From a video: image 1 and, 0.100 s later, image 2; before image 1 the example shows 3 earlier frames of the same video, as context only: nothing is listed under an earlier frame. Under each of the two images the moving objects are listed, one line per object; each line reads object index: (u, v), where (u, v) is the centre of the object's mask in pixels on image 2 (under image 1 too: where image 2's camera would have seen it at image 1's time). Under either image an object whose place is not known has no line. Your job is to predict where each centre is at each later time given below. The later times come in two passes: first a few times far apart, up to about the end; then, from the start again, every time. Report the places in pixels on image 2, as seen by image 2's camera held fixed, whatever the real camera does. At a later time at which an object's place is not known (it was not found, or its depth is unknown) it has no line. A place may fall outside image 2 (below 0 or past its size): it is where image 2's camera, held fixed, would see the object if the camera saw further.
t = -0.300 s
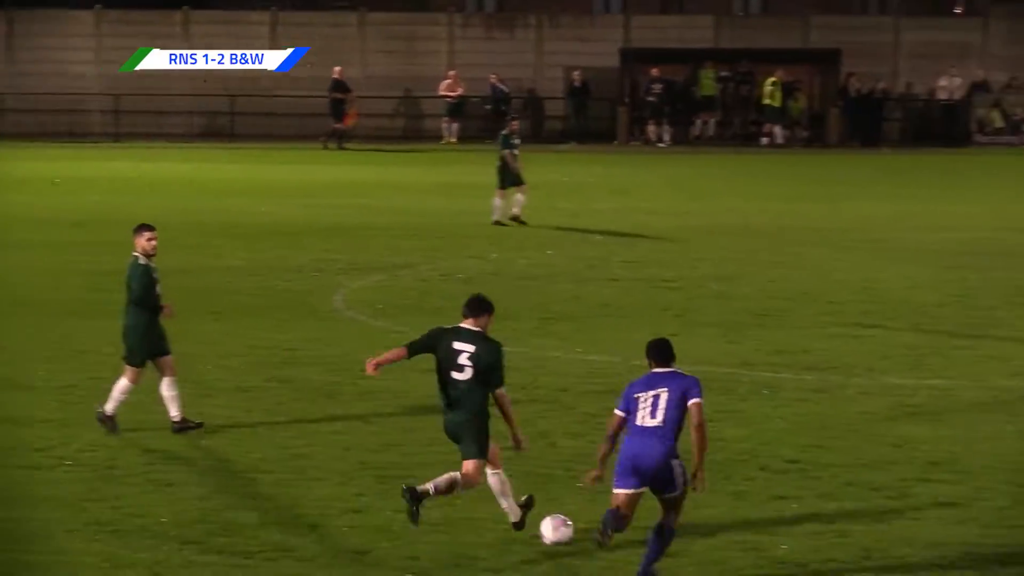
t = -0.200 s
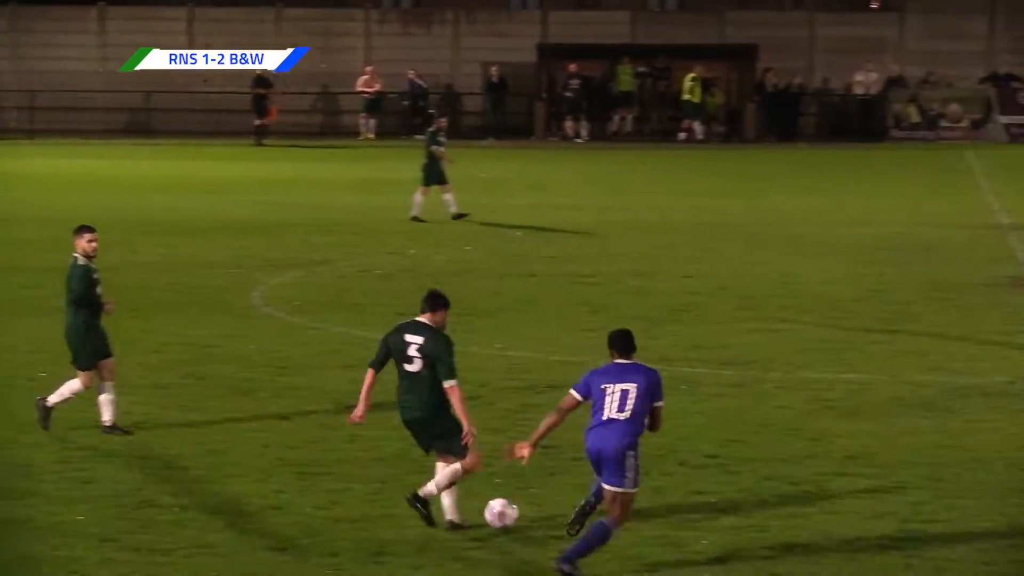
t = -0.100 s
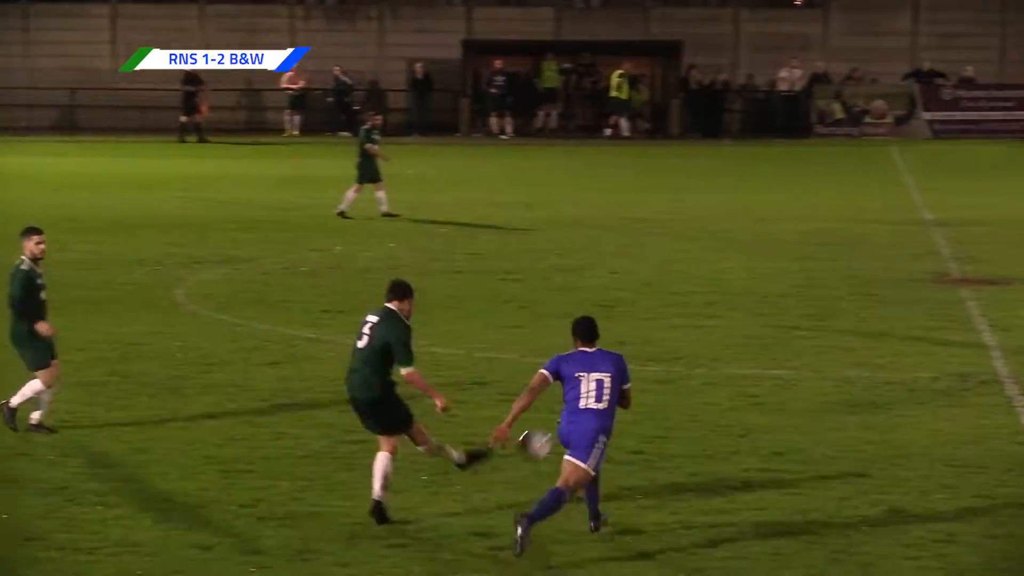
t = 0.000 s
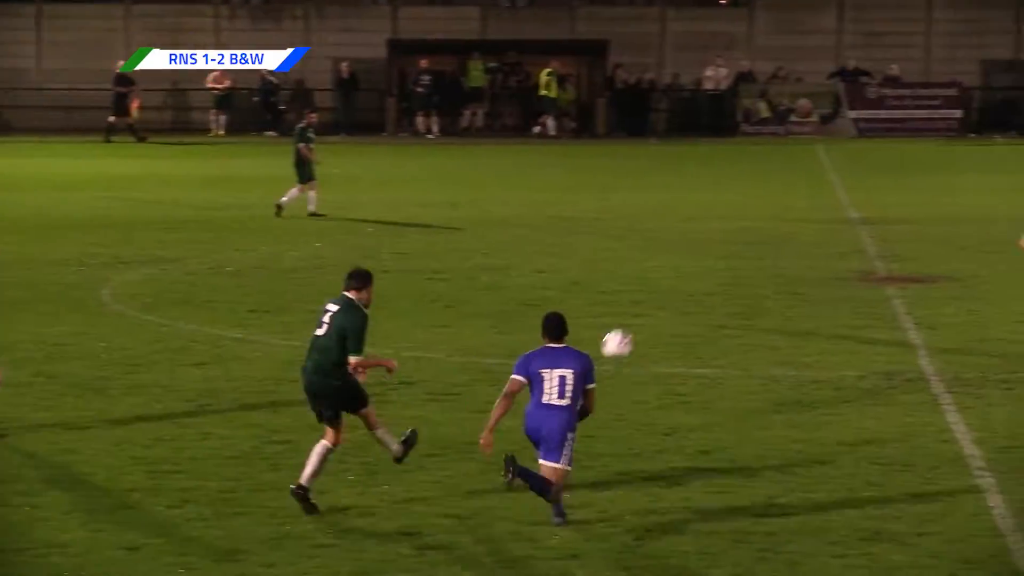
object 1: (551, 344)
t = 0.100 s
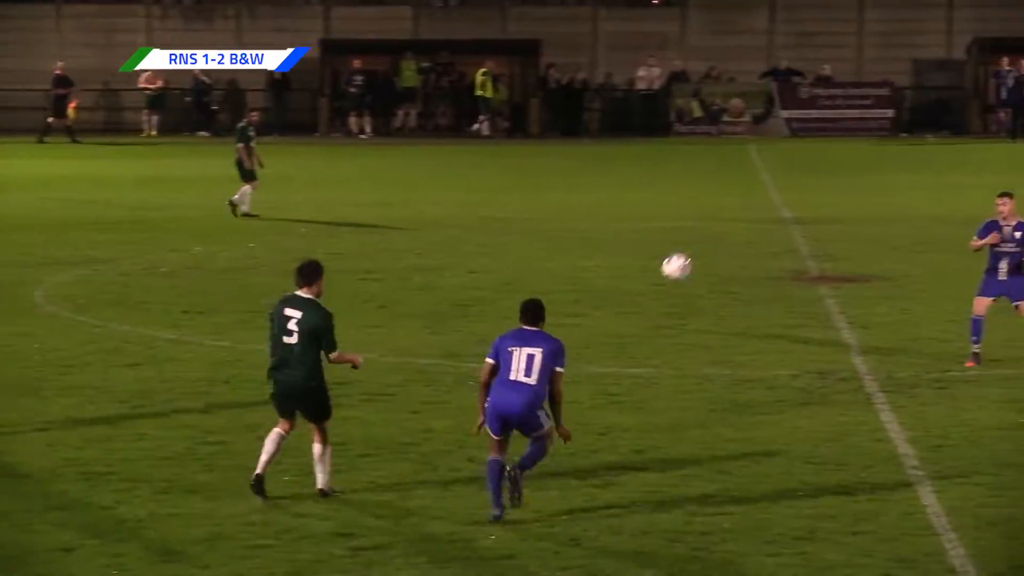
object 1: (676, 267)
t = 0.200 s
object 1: (783, 212)
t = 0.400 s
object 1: (947, 146)
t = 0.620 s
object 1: (1072, 127)
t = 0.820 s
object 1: (1143, 155)
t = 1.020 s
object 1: (1188, 213)
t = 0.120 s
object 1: (698, 255)
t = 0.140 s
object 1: (721, 243)
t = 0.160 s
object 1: (741, 232)
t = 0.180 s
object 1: (763, 222)
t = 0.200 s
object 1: (783, 212)
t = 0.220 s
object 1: (802, 203)
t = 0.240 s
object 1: (821, 194)
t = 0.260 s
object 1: (839, 186)
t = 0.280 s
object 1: (856, 179)
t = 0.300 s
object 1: (873, 172)
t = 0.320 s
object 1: (889, 166)
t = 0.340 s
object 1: (904, 161)
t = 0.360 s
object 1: (919, 155)
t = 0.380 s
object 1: (933, 151)
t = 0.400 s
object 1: (947, 146)
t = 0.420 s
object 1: (961, 143)
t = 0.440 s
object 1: (974, 139)
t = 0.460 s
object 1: (987, 136)
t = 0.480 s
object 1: (999, 132)
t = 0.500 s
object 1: (1011, 130)
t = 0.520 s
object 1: (1023, 128)
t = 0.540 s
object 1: (1033, 127)
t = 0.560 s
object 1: (1043, 127)
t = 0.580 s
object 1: (1052, 127)
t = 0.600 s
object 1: (1063, 126)
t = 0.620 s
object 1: (1072, 127)
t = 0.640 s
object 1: (1082, 128)
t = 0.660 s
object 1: (1090, 130)
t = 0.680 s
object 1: (1098, 132)
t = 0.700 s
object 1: (1106, 134)
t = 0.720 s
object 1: (1113, 136)
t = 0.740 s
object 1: (1120, 139)
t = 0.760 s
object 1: (1126, 142)
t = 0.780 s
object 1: (1131, 146)
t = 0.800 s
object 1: (1138, 151)
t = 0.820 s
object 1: (1143, 155)
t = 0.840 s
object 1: (1149, 160)
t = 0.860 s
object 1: (1155, 165)
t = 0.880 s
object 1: (1159, 171)
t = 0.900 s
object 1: (1165, 176)
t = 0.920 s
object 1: (1170, 181)
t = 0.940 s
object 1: (1174, 187)
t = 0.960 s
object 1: (1178, 193)
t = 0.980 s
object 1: (1181, 199)
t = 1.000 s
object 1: (1185, 206)
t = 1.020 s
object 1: (1188, 213)
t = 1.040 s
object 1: (1191, 219)
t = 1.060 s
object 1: (1194, 227)
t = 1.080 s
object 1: (1197, 234)
